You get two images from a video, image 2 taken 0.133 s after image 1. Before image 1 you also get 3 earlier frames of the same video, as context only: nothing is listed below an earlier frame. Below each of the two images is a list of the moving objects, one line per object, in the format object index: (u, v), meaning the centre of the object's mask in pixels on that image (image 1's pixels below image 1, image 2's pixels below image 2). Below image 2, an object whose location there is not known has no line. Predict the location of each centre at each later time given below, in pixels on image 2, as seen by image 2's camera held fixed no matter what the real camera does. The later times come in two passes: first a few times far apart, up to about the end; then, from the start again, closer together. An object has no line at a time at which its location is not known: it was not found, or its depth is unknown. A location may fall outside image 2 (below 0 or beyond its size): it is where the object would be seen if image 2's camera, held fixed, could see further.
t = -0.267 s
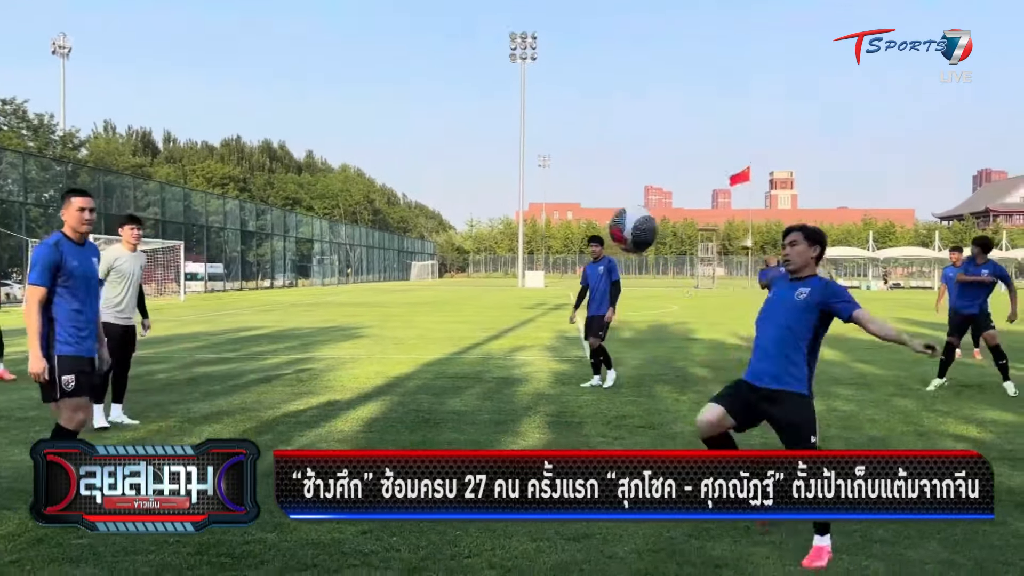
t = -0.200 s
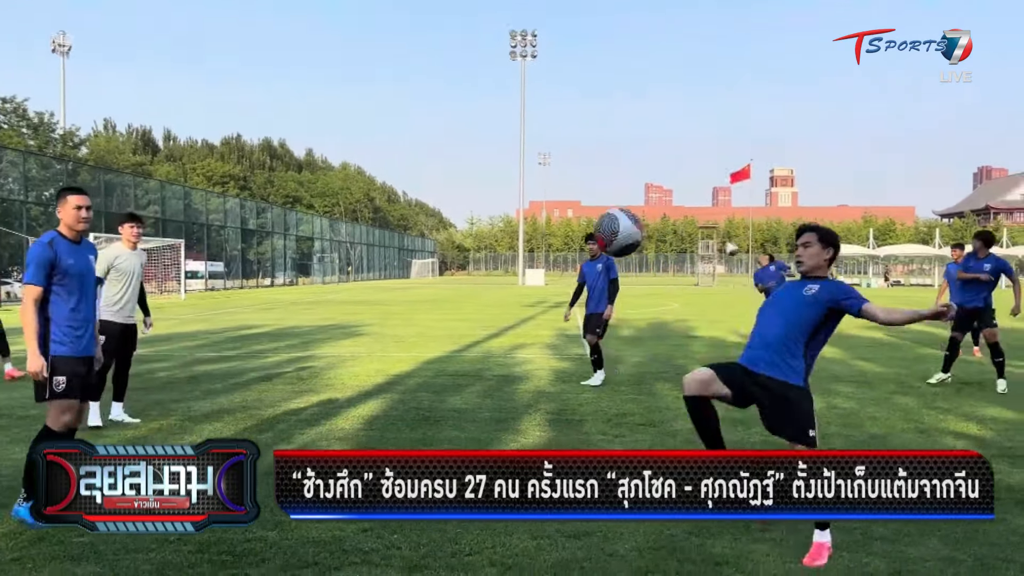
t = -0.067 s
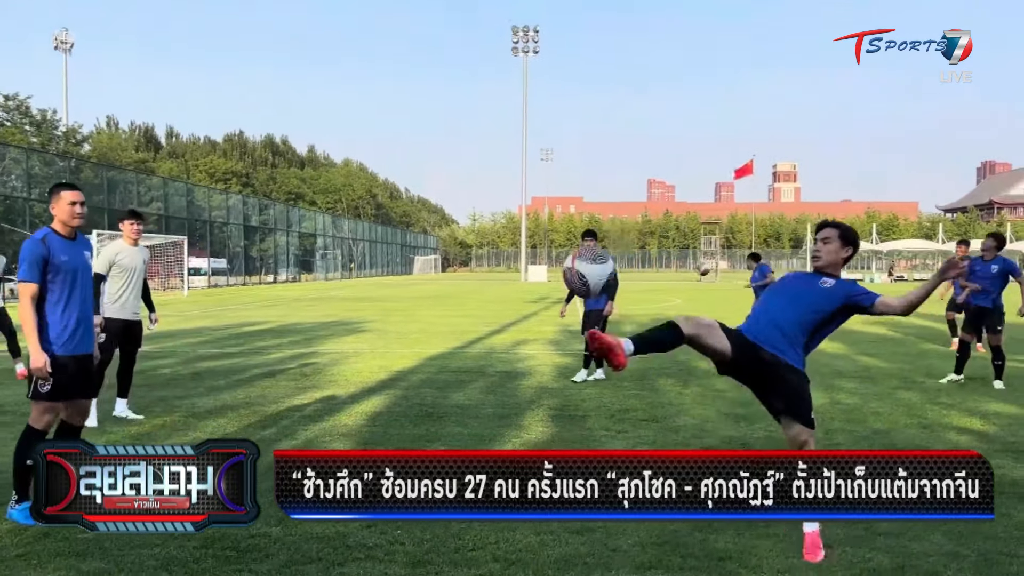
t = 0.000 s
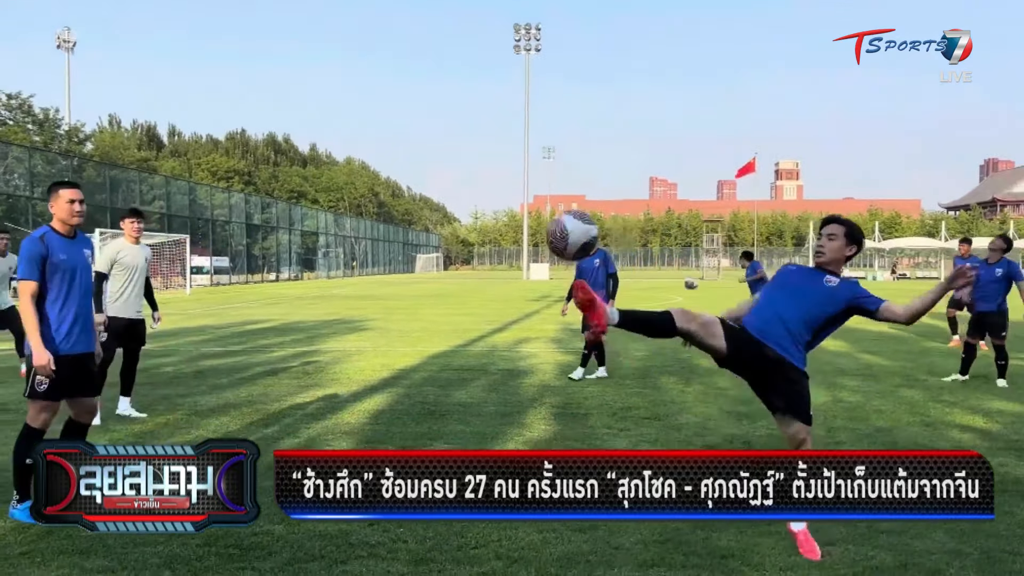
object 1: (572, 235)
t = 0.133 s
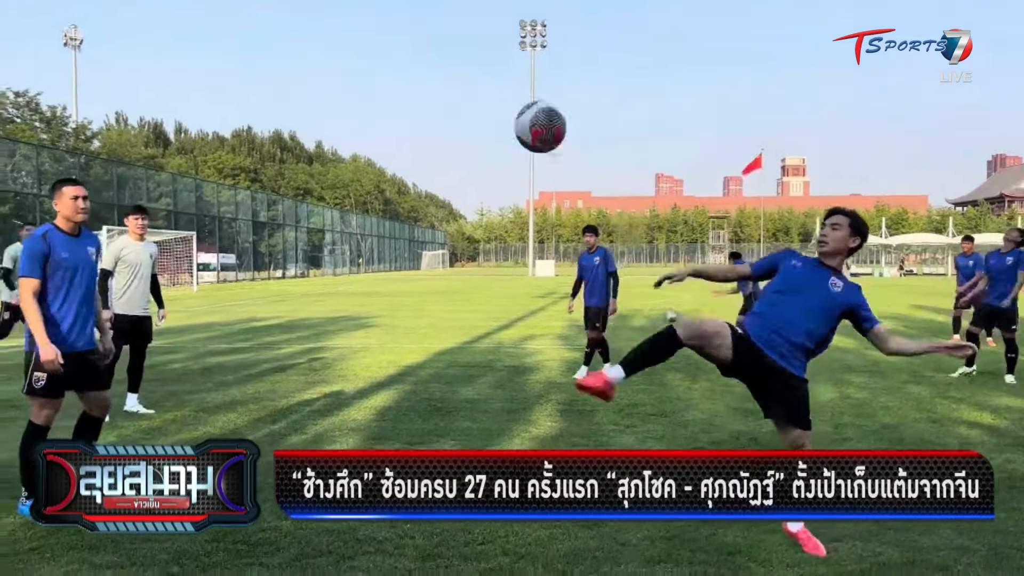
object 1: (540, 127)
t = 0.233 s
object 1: (513, 77)
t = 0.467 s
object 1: (453, 52)
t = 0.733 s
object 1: (389, 171)
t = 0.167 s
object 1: (531, 107)
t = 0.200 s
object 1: (522, 91)
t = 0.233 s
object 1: (513, 77)
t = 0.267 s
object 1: (504, 65)
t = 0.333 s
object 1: (487, 51)
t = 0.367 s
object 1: (478, 47)
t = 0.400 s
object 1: (470, 46)
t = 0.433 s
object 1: (462, 49)
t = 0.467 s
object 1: (453, 52)
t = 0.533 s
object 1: (437, 68)
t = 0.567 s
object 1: (429, 79)
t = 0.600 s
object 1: (421, 93)
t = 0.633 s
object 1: (413, 109)
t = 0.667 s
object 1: (405, 127)
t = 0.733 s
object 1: (389, 171)
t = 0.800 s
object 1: (374, 221)
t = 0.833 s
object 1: (366, 251)
